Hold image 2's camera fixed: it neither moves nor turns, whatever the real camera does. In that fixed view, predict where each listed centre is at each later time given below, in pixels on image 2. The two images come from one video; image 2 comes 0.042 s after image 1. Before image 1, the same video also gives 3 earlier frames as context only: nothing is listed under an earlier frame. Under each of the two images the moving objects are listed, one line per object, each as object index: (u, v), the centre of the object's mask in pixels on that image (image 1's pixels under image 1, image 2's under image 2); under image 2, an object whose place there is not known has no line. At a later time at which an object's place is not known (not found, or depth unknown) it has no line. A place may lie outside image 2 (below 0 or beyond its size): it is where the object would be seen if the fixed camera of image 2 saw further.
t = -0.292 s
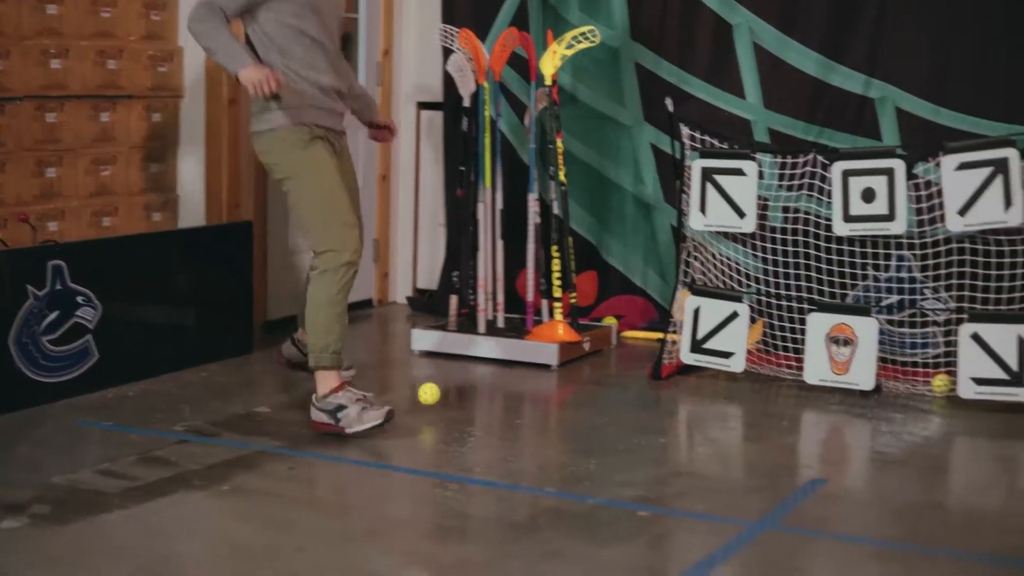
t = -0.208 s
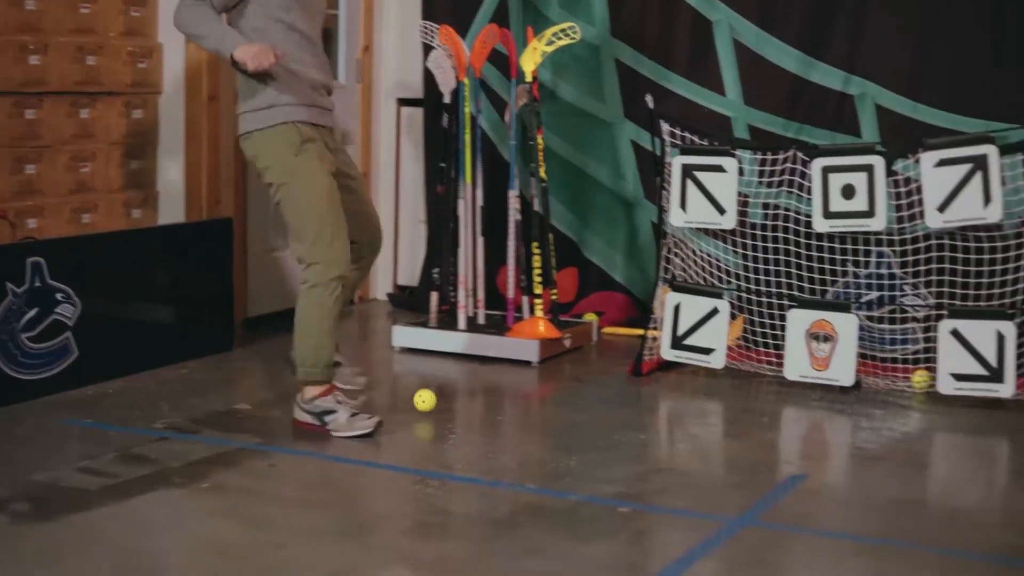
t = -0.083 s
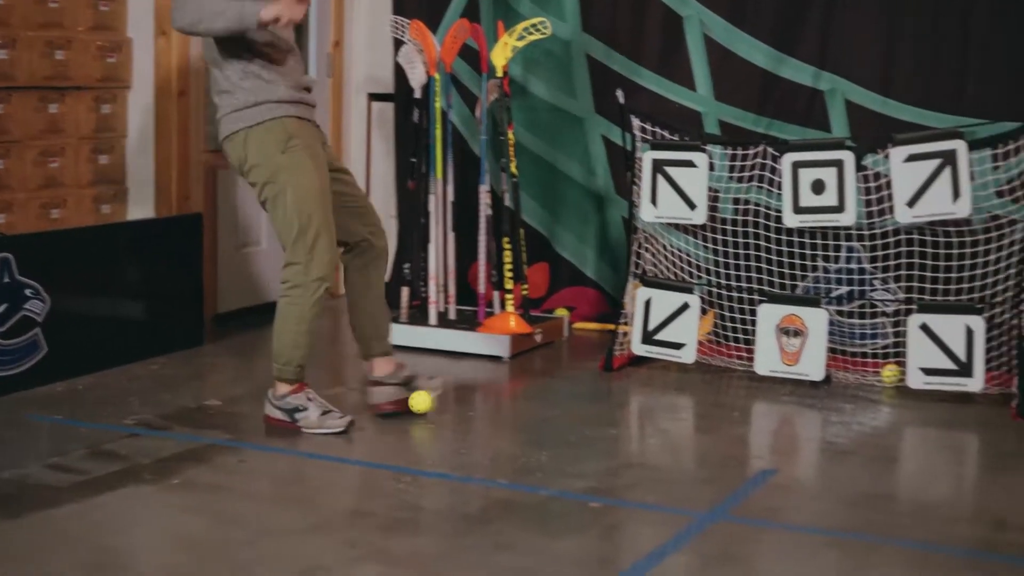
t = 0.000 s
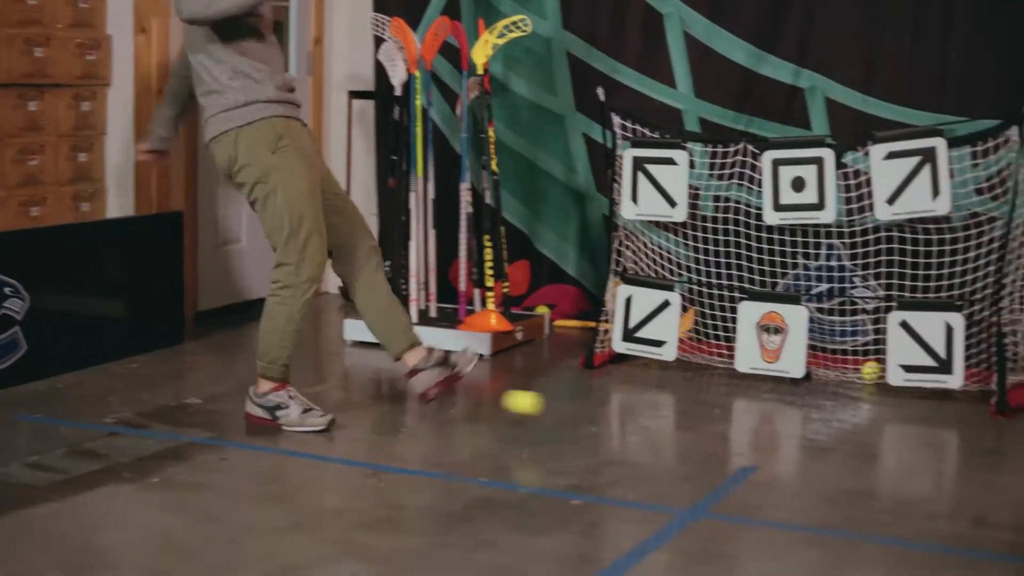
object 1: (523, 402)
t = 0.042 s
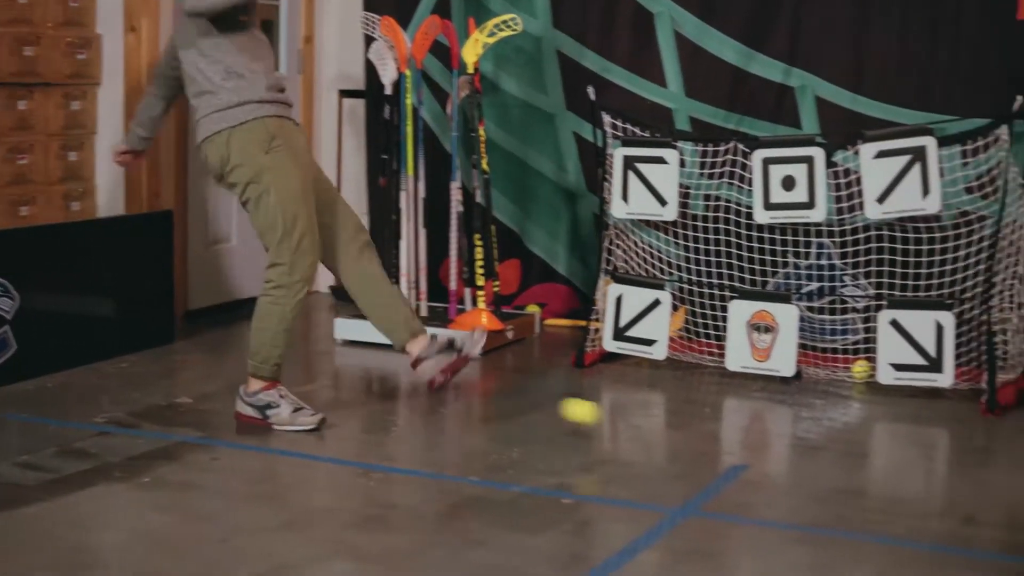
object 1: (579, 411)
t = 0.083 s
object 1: (652, 428)
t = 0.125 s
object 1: (726, 453)
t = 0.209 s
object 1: (879, 469)
